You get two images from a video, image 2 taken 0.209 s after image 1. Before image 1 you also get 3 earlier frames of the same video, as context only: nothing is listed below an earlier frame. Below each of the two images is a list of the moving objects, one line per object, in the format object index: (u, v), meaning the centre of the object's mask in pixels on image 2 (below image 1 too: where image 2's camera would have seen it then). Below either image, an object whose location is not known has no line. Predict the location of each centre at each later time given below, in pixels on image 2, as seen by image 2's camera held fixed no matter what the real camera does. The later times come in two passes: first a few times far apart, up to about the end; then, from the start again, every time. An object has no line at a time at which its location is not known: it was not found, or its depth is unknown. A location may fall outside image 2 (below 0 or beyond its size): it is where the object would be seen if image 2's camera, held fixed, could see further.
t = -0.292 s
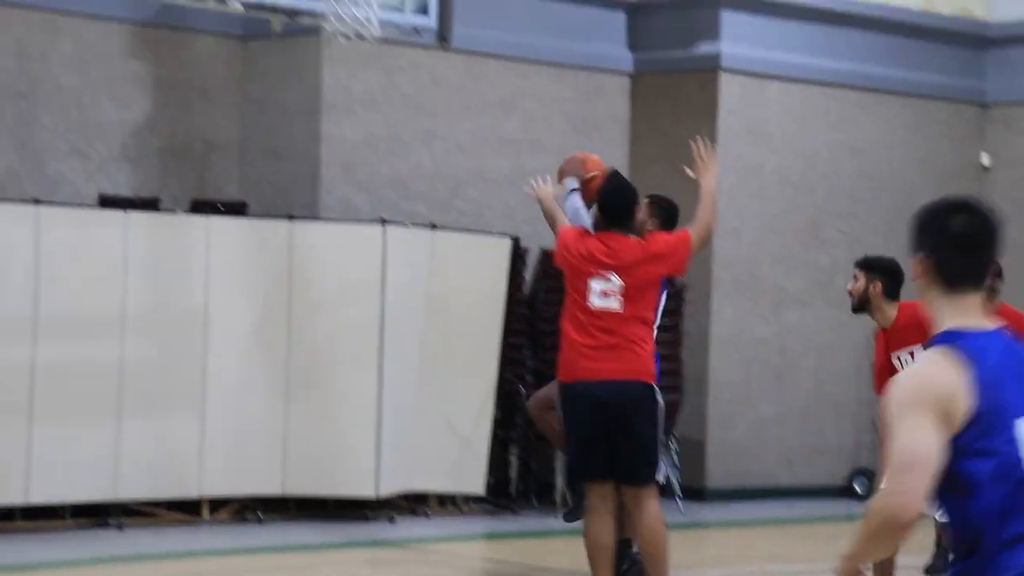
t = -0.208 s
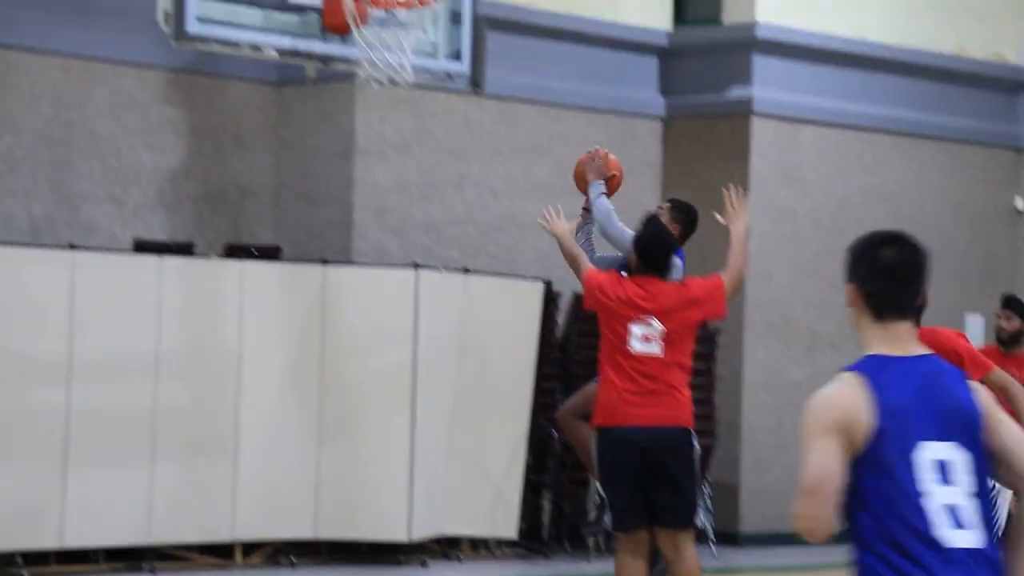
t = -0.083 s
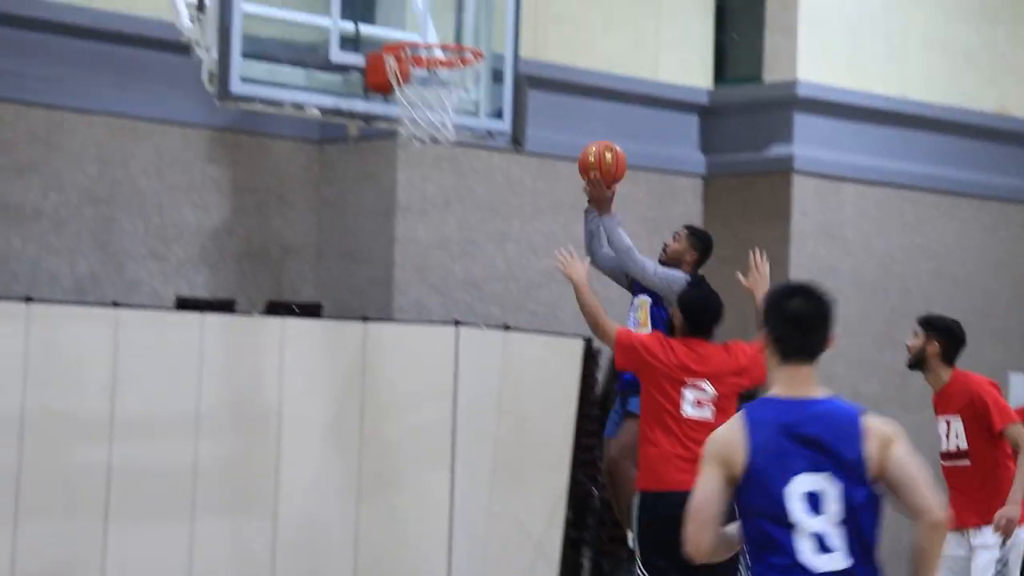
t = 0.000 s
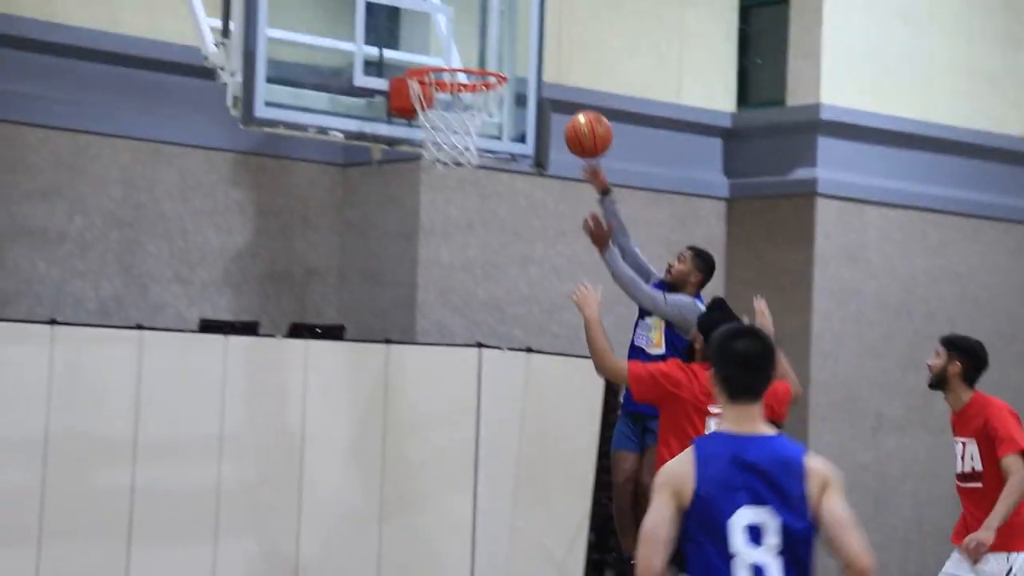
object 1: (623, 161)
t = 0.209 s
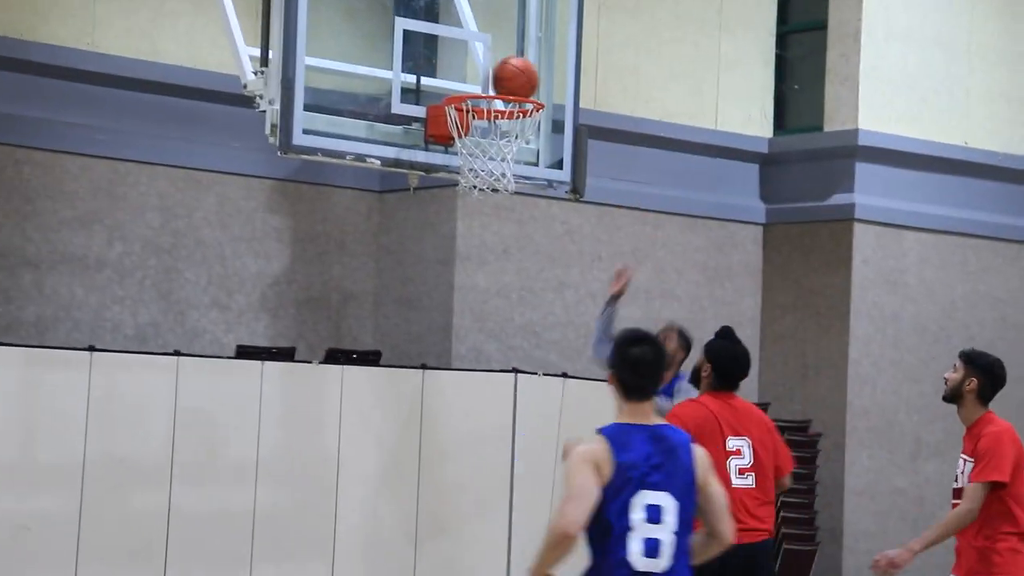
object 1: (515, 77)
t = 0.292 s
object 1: (512, 71)
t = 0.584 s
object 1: (511, 135)
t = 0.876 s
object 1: (487, 206)
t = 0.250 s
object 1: (512, 73)
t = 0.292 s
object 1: (512, 71)
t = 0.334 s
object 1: (511, 72)
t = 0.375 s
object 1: (511, 74)
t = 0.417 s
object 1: (511, 79)
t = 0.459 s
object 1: (510, 95)
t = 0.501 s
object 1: (509, 110)
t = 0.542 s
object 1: (509, 127)
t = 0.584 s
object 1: (511, 135)
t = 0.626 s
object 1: (510, 141)
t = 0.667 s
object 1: (507, 147)
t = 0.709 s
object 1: (504, 152)
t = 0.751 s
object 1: (500, 160)
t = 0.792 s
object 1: (497, 179)
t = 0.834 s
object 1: (493, 193)
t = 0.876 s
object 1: (487, 206)
